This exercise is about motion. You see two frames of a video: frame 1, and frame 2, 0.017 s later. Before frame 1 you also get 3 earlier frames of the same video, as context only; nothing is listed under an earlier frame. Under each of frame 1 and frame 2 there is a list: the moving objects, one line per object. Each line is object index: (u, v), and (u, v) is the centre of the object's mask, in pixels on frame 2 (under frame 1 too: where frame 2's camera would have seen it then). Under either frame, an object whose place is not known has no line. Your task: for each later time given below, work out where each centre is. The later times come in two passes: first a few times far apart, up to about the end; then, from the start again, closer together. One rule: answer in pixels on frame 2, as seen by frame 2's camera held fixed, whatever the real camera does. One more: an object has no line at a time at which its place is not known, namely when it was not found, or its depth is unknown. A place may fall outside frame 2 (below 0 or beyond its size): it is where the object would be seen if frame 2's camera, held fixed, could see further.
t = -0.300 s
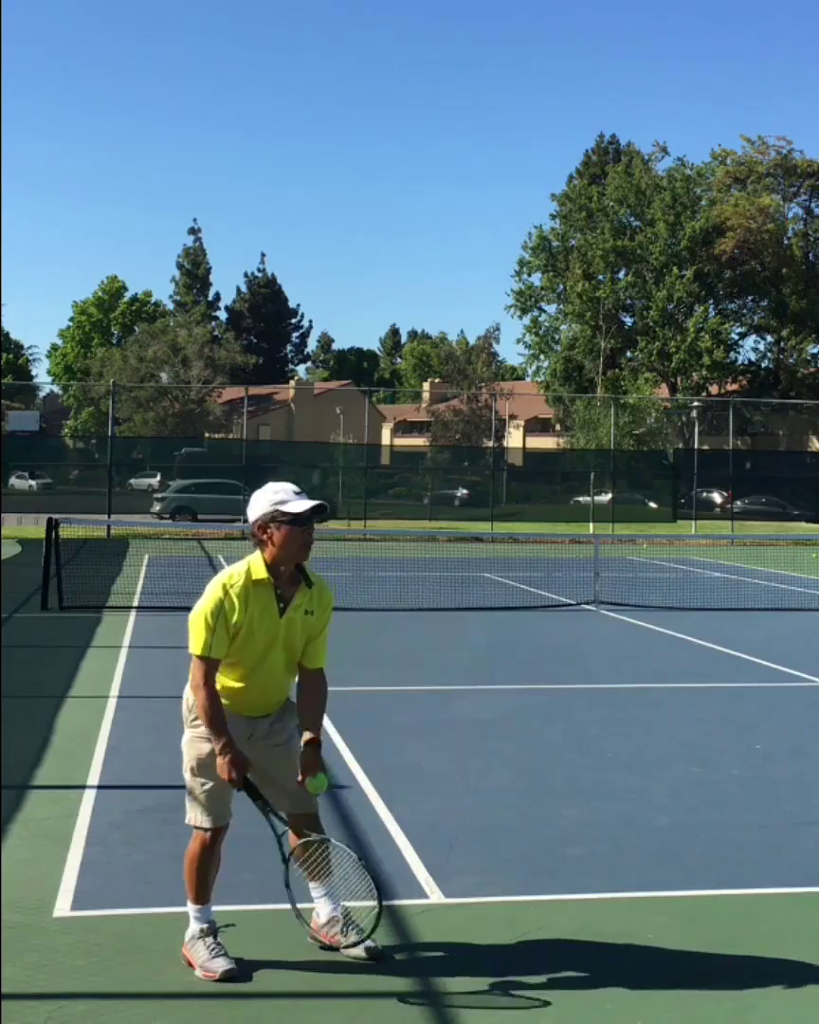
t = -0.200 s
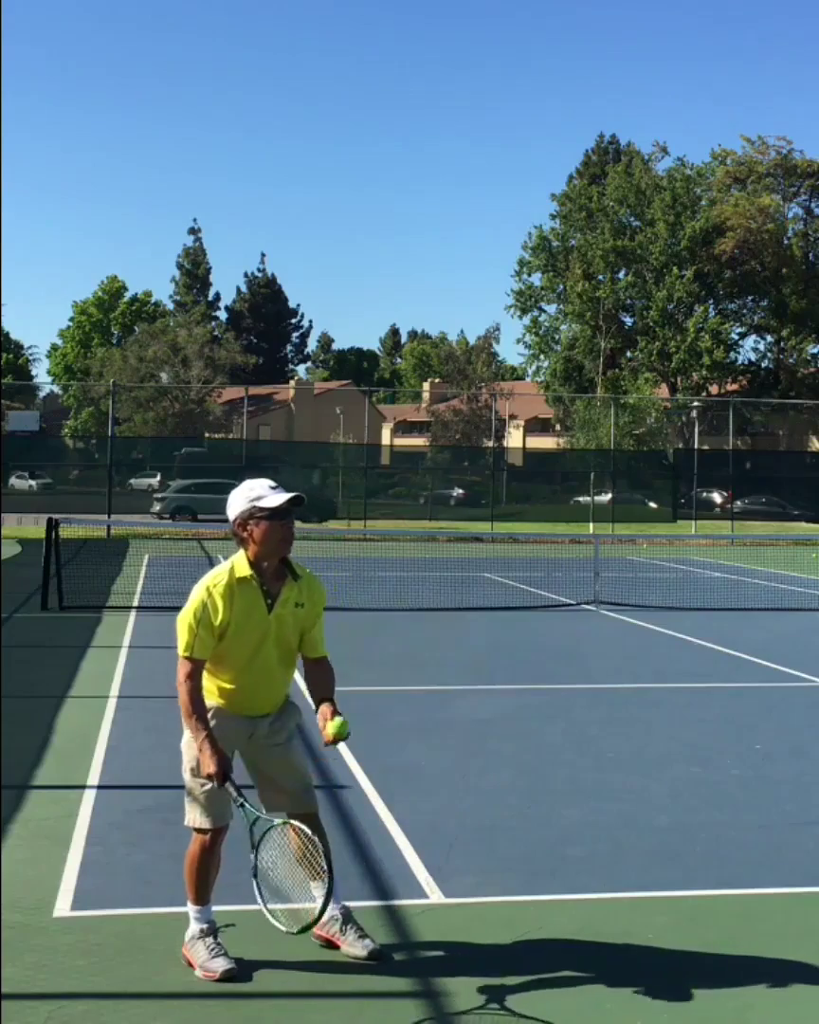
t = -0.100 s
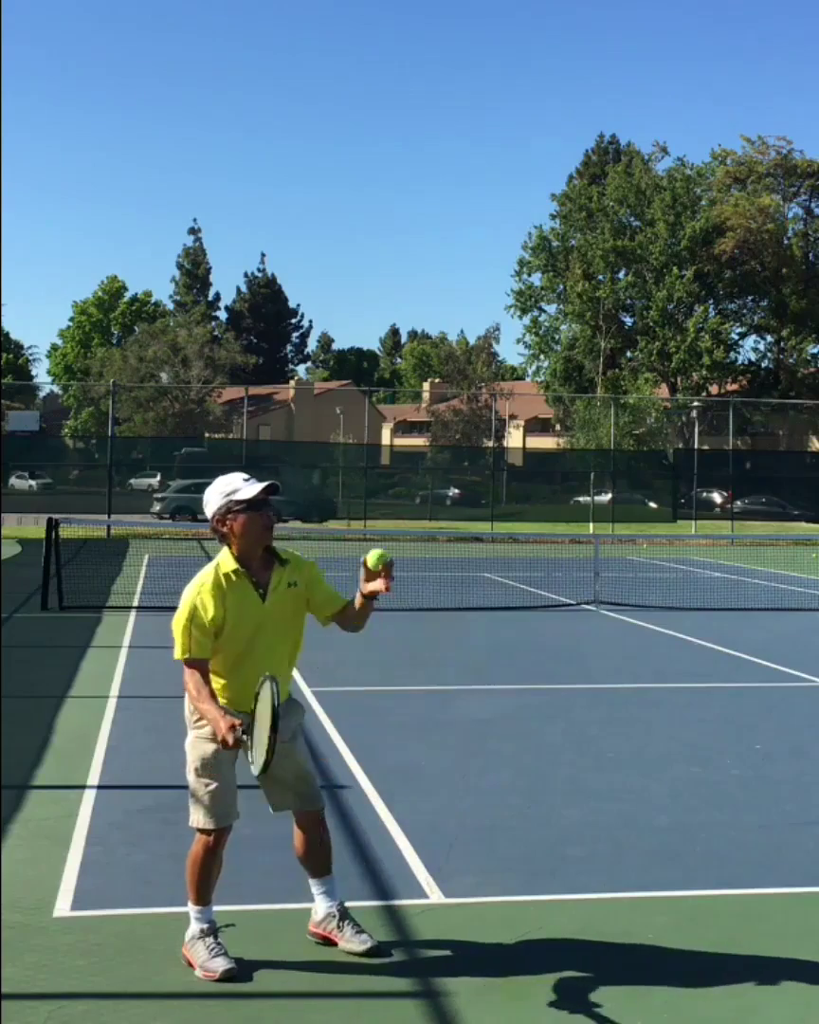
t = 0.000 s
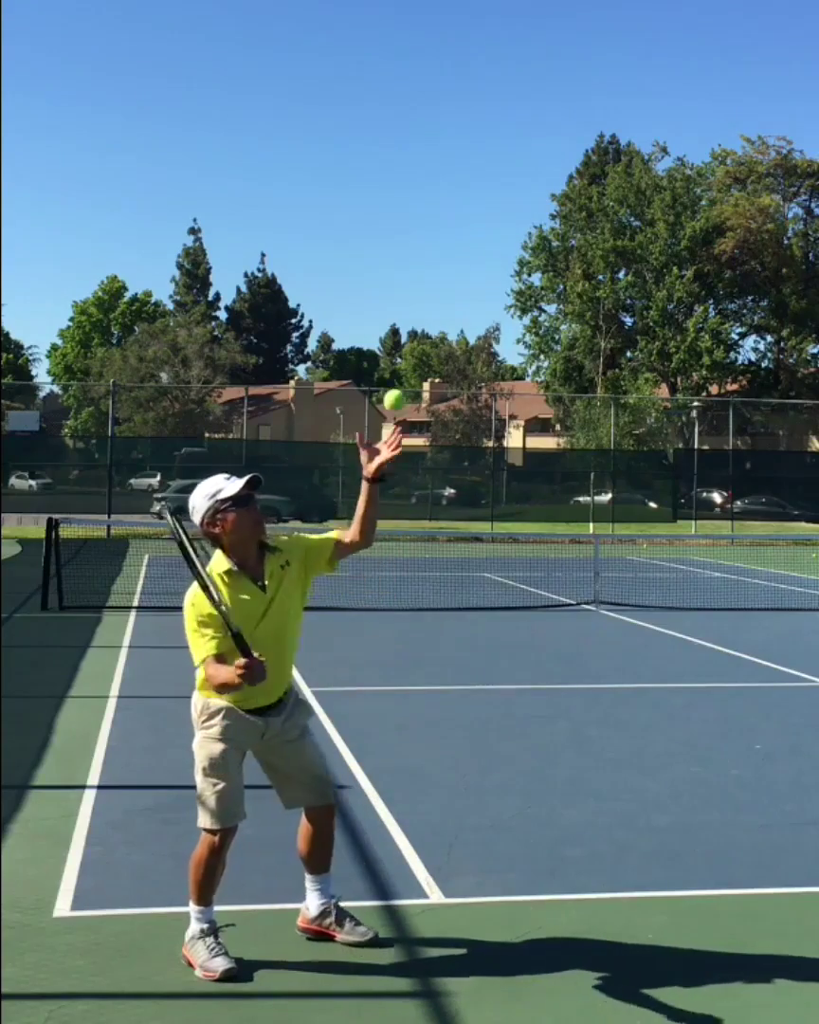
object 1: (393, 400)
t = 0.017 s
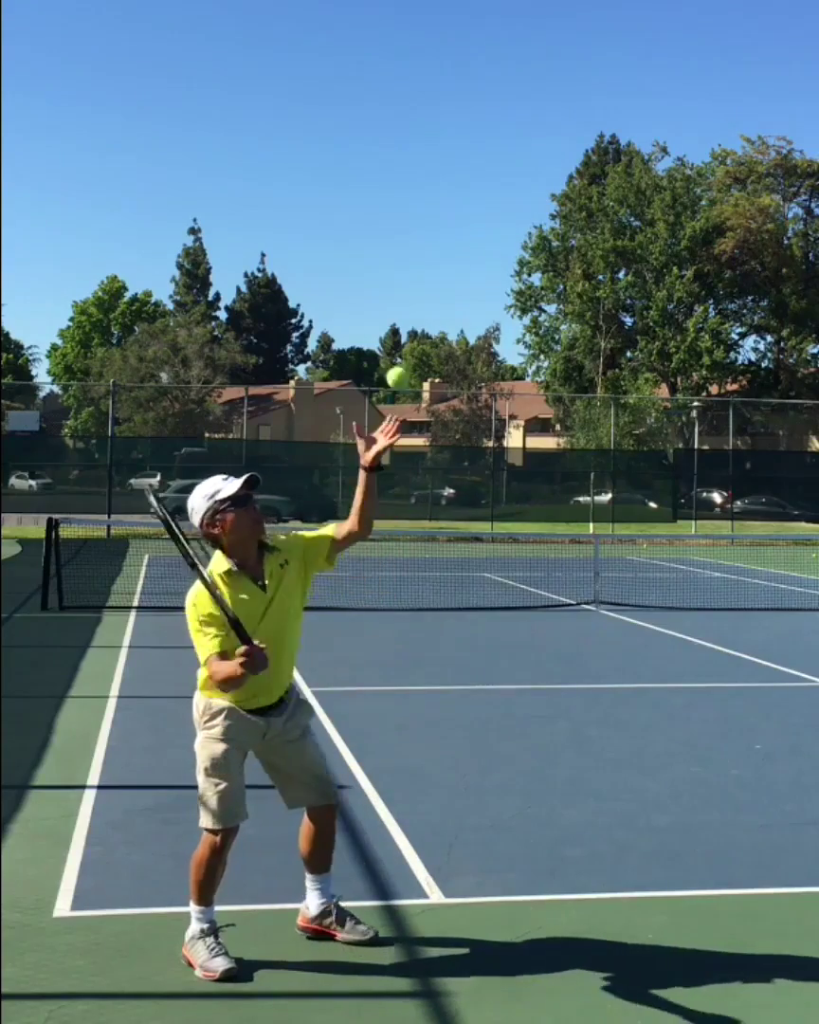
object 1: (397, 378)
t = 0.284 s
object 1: (434, 153)
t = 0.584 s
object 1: (466, 160)
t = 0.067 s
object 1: (405, 317)
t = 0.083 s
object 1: (407, 298)
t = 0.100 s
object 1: (410, 281)
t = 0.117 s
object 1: (412, 265)
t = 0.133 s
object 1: (415, 249)
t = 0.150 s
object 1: (417, 235)
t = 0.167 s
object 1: (420, 221)
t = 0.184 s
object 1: (422, 209)
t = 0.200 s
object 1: (424, 197)
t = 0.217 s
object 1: (426, 187)
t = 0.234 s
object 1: (428, 177)
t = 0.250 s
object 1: (430, 168)
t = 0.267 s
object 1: (432, 160)
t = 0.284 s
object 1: (434, 153)
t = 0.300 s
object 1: (436, 146)
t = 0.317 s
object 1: (438, 141)
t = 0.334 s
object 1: (440, 137)
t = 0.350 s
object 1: (442, 133)
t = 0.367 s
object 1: (444, 129)
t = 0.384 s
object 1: (446, 128)
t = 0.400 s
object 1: (448, 126)
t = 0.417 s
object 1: (449, 126)
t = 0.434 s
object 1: (451, 126)
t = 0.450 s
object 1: (453, 127)
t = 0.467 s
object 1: (455, 128)
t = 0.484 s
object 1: (456, 131)
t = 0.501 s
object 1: (458, 134)
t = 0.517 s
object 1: (459, 137)
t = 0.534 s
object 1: (461, 142)
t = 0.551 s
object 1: (463, 147)
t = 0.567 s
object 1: (464, 153)
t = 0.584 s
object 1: (466, 160)
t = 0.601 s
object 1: (467, 168)
